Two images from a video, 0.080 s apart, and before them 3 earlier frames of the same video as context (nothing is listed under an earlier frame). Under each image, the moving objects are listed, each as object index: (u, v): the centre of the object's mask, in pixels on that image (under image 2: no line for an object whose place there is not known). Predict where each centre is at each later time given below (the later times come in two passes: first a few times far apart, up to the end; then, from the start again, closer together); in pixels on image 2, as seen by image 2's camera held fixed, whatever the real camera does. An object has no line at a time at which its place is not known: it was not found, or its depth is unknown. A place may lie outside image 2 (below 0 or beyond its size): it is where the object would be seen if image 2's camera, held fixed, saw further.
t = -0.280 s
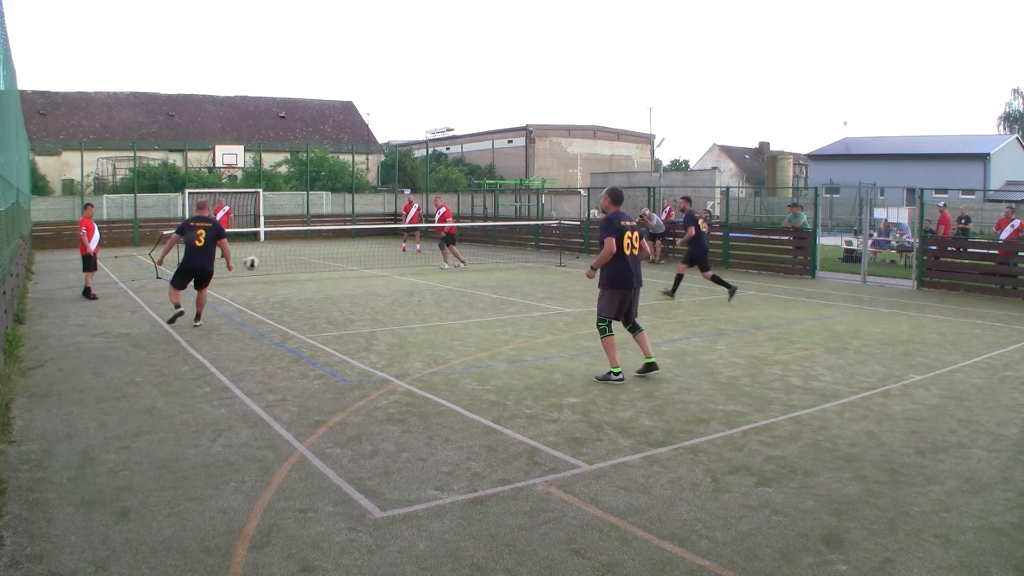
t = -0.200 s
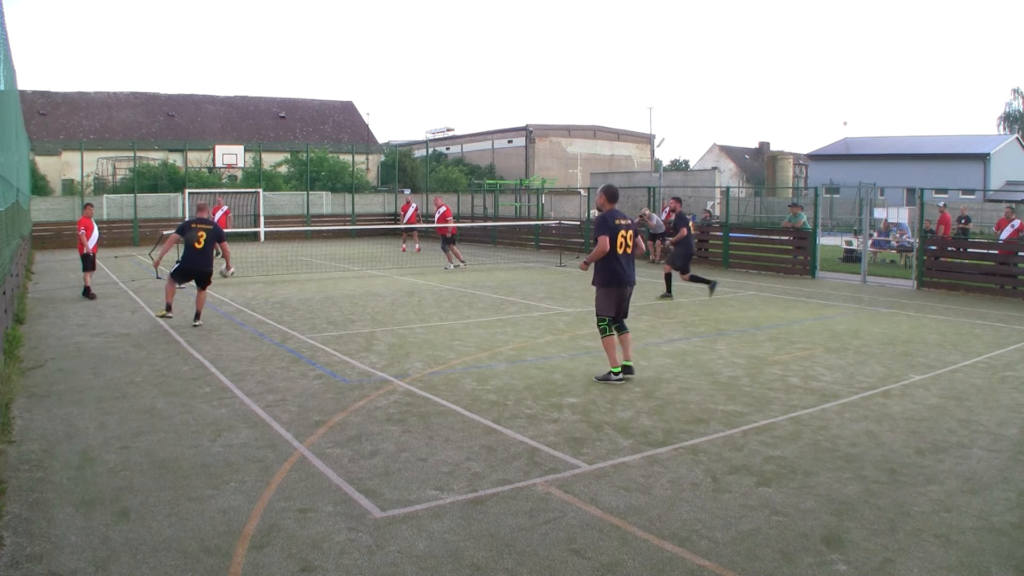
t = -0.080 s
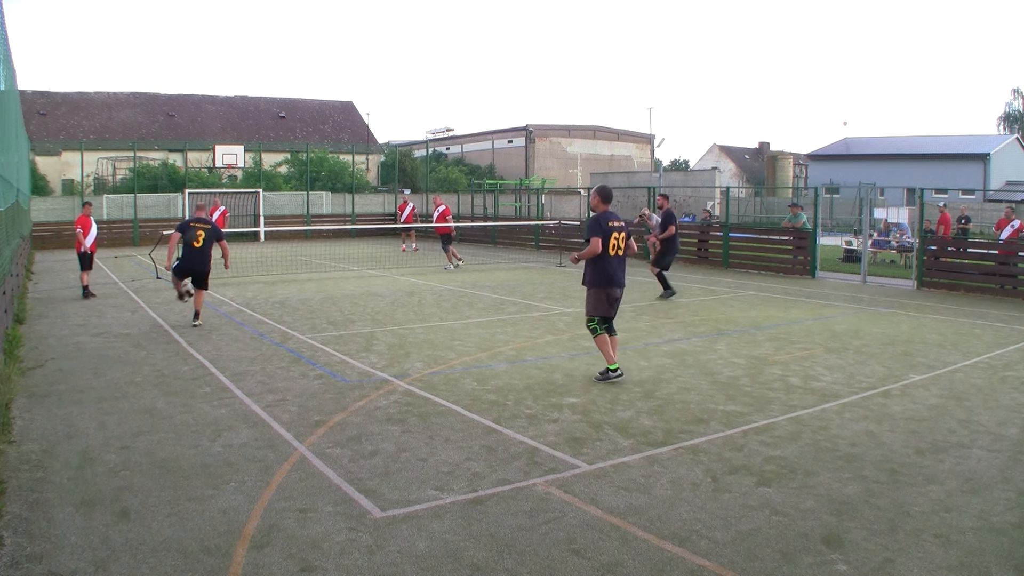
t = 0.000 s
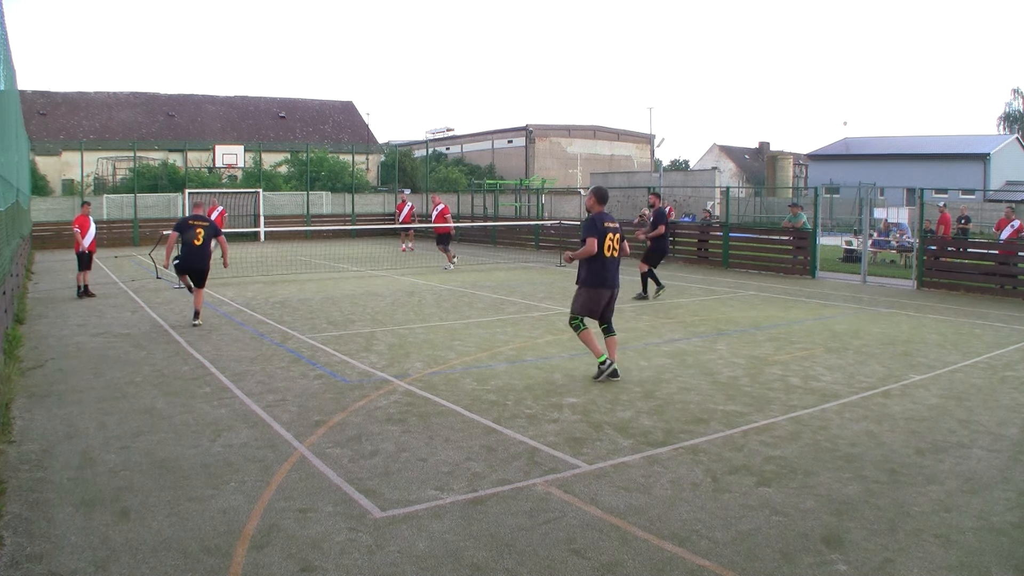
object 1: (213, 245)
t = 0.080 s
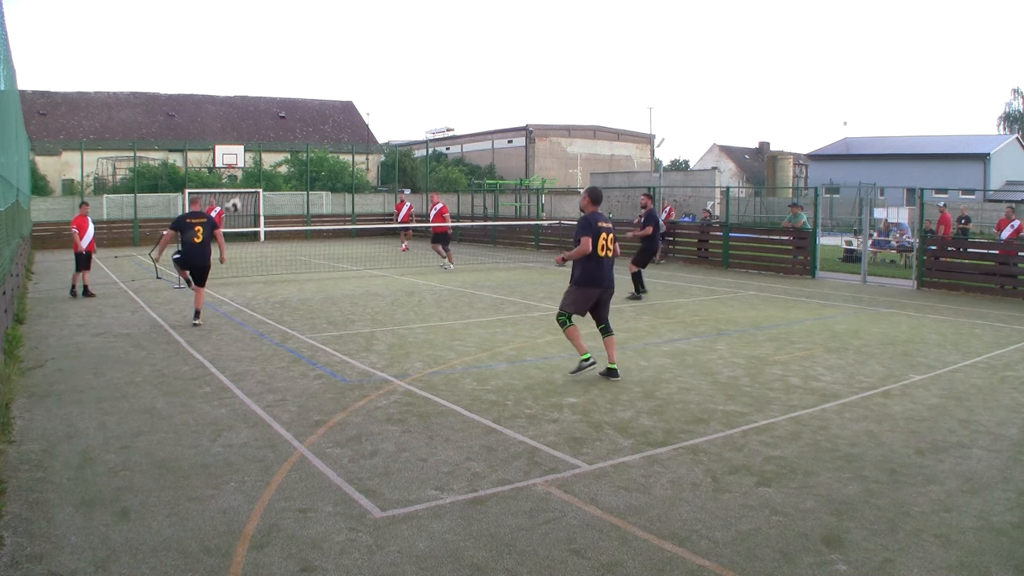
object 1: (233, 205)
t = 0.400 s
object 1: (326, 91)
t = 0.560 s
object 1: (370, 61)
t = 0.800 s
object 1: (434, 50)
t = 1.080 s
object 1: (504, 85)
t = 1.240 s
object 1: (543, 126)
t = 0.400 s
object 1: (326, 91)
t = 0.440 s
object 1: (337, 81)
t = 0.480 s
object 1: (348, 73)
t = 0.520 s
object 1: (359, 67)
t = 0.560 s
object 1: (370, 61)
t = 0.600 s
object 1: (381, 57)
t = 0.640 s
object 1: (392, 53)
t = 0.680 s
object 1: (402, 51)
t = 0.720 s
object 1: (413, 50)
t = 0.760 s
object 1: (423, 50)
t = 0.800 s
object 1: (434, 50)
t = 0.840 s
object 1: (444, 52)
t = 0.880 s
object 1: (454, 55)
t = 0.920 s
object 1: (464, 59)
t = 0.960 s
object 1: (474, 64)
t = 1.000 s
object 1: (484, 70)
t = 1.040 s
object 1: (494, 77)
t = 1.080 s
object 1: (504, 85)
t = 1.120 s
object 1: (514, 93)
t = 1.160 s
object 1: (523, 103)
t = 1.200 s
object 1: (533, 114)
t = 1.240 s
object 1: (543, 126)
